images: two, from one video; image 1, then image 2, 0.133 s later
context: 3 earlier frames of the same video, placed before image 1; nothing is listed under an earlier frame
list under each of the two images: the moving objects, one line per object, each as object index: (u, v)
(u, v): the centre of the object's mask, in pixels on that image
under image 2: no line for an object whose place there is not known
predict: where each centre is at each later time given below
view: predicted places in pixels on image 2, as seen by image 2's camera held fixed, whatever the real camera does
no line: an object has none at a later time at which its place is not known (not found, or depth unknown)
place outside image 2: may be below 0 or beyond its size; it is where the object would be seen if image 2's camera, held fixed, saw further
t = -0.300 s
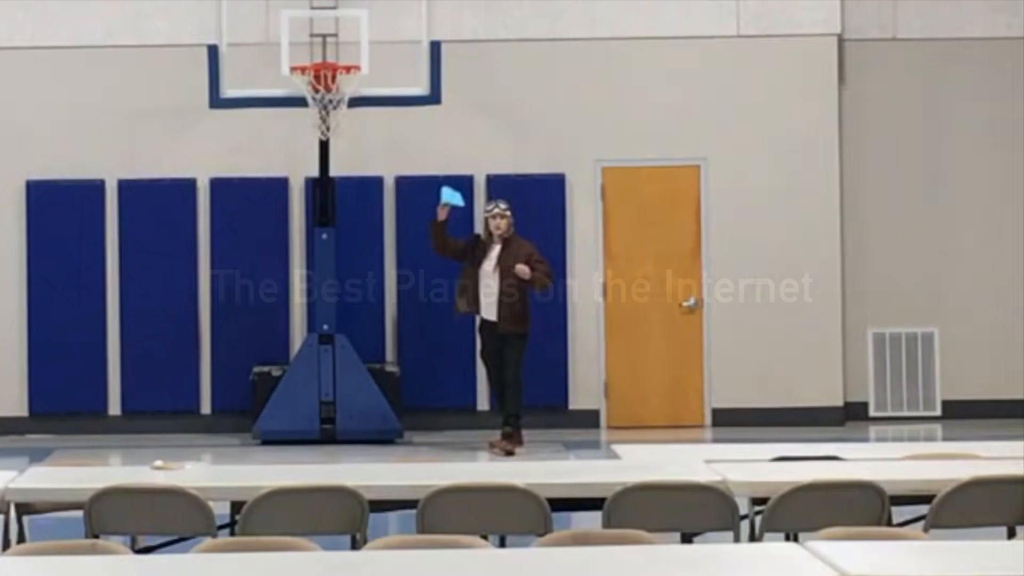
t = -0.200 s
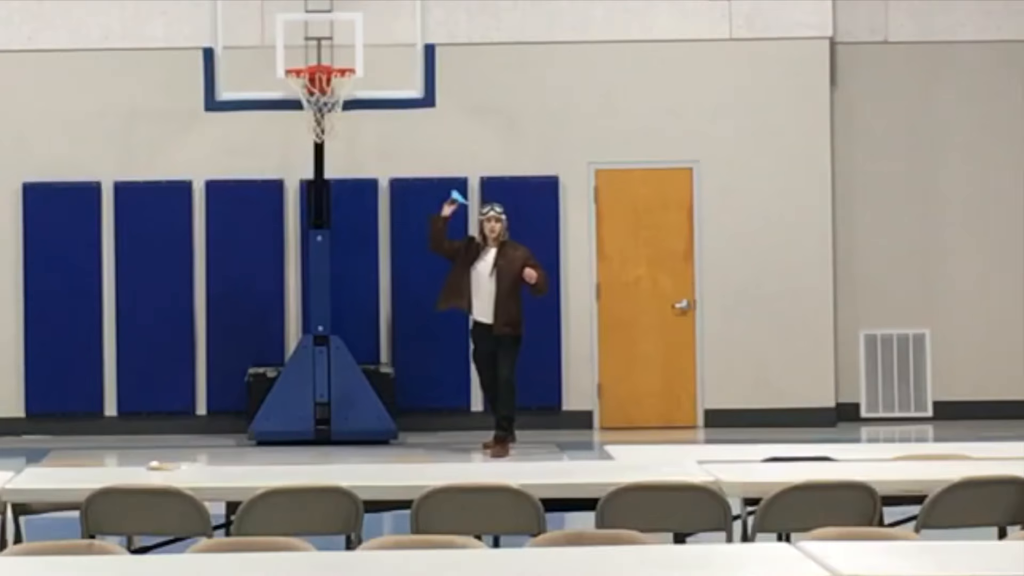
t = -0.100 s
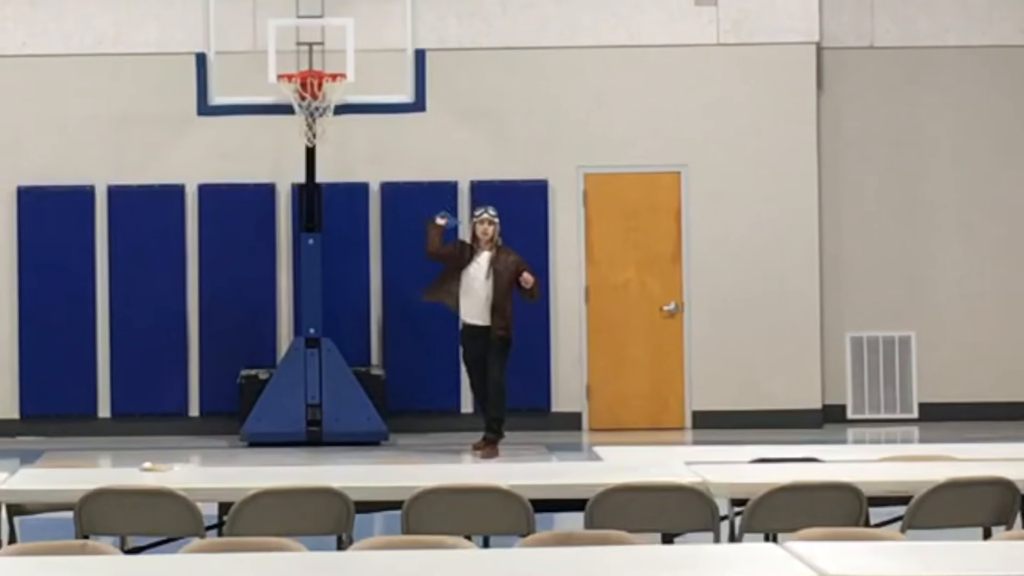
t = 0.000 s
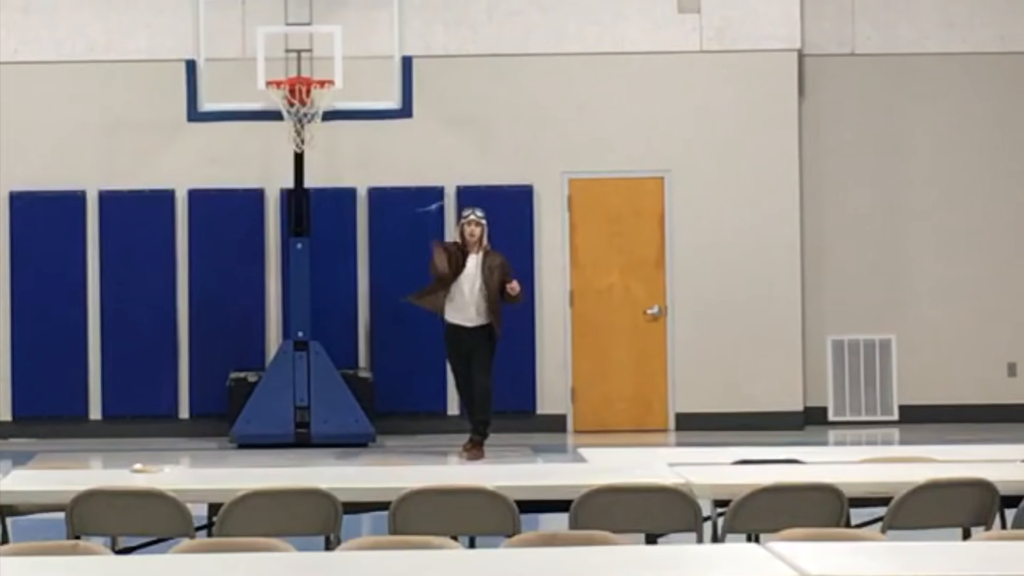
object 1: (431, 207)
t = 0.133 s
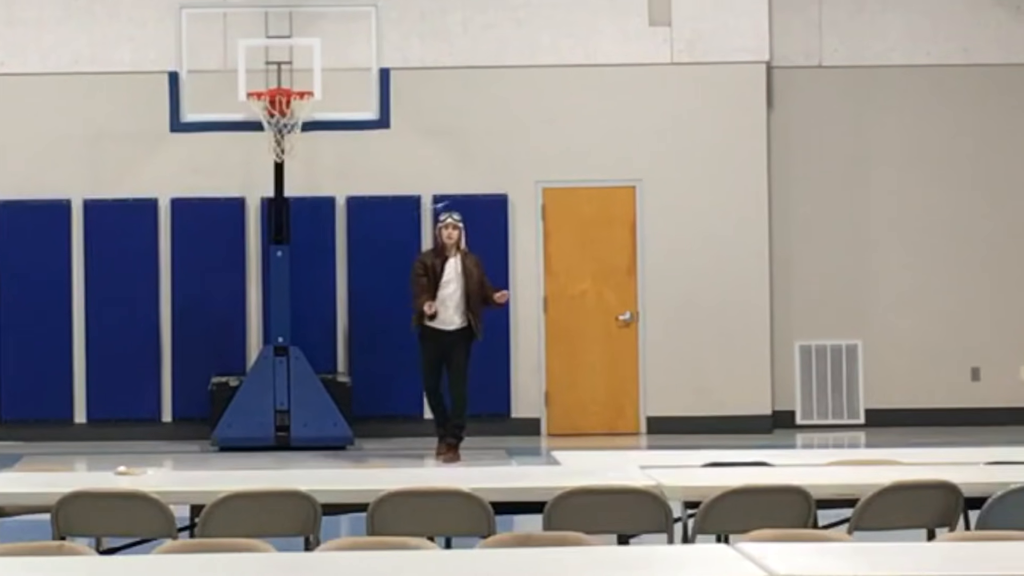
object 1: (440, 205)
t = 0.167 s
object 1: (447, 202)
